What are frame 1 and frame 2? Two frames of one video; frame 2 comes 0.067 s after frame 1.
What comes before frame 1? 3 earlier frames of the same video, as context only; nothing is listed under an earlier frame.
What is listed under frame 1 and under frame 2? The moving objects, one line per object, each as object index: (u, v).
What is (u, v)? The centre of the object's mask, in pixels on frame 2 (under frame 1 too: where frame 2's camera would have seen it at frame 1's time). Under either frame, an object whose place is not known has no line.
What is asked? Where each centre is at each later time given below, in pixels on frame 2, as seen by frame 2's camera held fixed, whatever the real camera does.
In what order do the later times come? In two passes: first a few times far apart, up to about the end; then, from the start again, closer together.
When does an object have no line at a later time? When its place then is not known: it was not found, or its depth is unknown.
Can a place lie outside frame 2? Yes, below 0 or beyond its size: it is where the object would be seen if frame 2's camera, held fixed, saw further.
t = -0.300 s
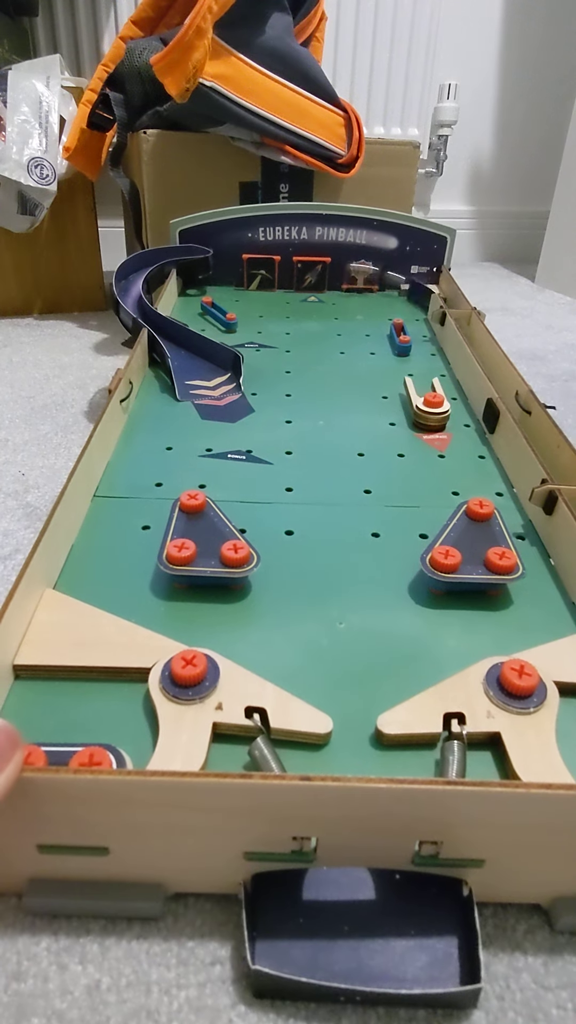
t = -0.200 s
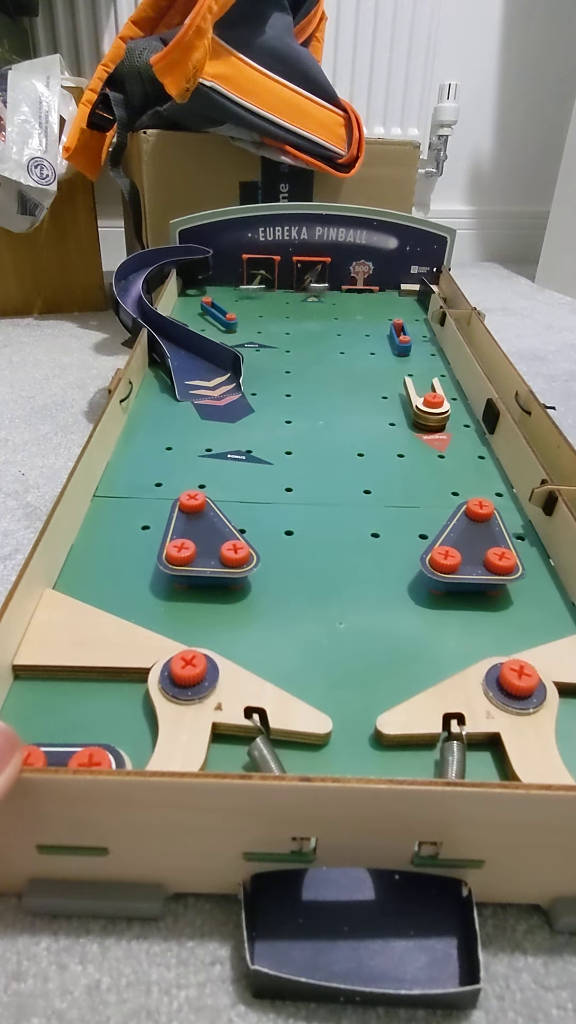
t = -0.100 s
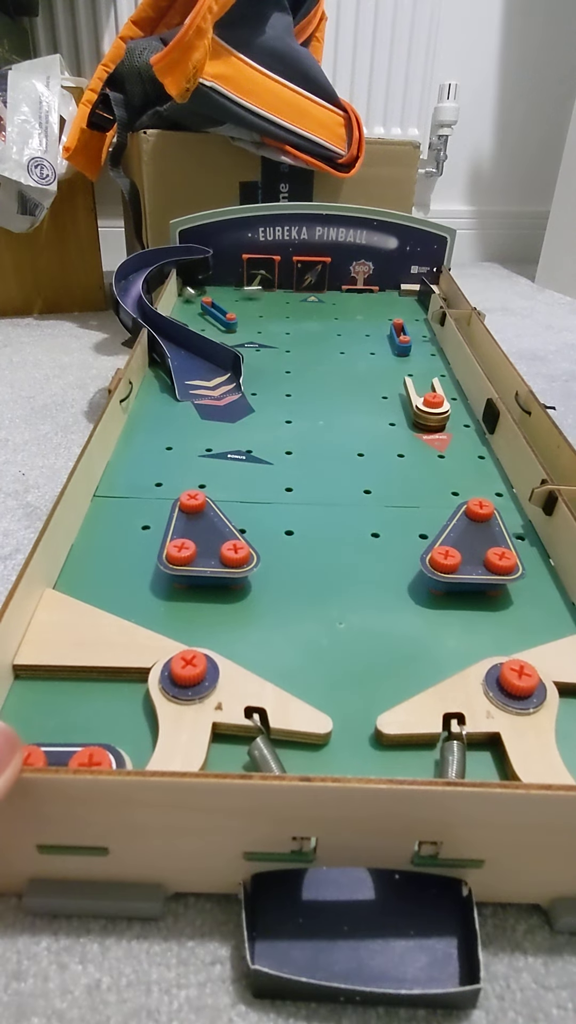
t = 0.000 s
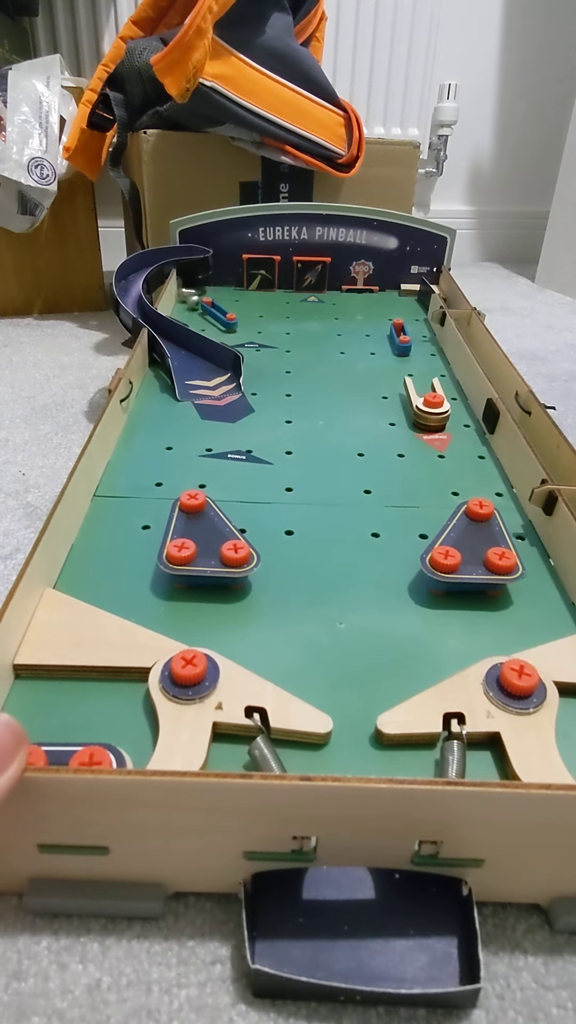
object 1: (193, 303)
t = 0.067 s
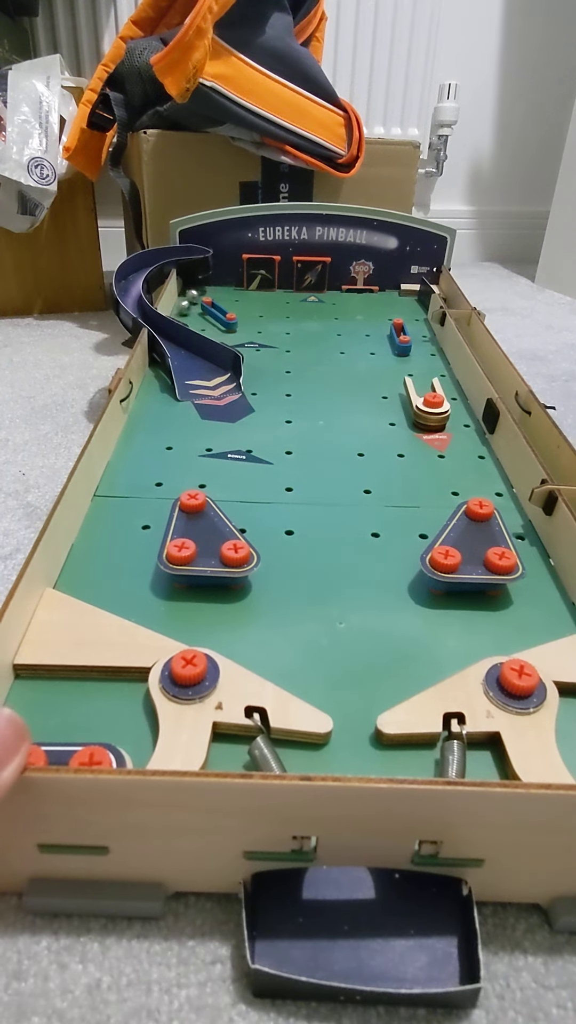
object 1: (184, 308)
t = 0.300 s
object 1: (189, 325)
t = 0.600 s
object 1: (252, 354)
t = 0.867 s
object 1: (332, 423)
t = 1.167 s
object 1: (337, 552)
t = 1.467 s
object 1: (313, 500)
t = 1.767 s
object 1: (390, 504)
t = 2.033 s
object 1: (389, 557)
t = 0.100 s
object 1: (178, 312)
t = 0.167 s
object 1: (174, 315)
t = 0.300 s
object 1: (189, 325)
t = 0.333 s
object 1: (196, 326)
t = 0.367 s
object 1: (202, 328)
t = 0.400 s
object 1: (209, 331)
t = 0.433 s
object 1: (216, 334)
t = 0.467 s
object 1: (223, 337)
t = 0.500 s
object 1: (230, 340)
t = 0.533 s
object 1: (238, 344)
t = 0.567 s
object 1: (245, 349)
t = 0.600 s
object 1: (252, 354)
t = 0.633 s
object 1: (261, 359)
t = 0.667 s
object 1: (269, 366)
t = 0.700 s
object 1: (279, 373)
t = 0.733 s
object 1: (288, 383)
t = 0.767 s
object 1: (298, 390)
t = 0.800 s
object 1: (309, 400)
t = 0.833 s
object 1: (320, 411)
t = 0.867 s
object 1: (332, 423)
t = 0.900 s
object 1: (345, 438)
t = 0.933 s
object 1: (359, 454)
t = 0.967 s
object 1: (374, 469)
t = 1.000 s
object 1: (391, 492)
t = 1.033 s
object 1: (410, 514)
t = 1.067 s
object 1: (425, 538)
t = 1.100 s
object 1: (408, 553)
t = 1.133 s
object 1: (373, 551)
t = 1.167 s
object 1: (337, 552)
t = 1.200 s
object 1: (302, 553)
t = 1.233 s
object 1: (269, 556)
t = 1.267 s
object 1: (260, 545)
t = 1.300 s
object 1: (268, 536)
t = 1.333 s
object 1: (278, 526)
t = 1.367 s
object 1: (287, 518)
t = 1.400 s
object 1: (296, 510)
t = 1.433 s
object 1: (304, 505)
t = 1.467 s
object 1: (313, 500)
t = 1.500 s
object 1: (321, 497)
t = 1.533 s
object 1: (329, 495)
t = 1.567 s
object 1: (338, 493)
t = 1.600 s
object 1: (346, 492)
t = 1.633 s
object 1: (354, 493)
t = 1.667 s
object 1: (363, 495)
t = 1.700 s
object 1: (372, 497)
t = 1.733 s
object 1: (381, 500)
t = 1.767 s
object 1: (390, 504)
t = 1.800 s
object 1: (399, 510)
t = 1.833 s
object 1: (409, 517)
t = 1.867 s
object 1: (420, 524)
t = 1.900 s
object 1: (427, 532)
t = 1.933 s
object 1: (429, 537)
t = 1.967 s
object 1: (417, 545)
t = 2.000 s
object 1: (404, 551)
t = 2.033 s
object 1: (389, 557)
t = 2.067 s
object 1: (379, 575)
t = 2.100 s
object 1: (379, 582)
